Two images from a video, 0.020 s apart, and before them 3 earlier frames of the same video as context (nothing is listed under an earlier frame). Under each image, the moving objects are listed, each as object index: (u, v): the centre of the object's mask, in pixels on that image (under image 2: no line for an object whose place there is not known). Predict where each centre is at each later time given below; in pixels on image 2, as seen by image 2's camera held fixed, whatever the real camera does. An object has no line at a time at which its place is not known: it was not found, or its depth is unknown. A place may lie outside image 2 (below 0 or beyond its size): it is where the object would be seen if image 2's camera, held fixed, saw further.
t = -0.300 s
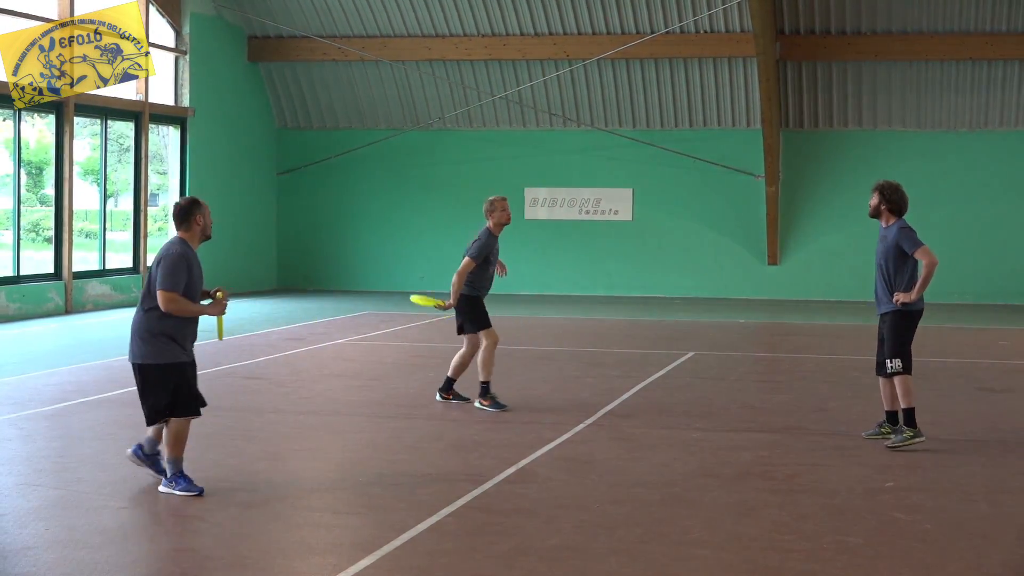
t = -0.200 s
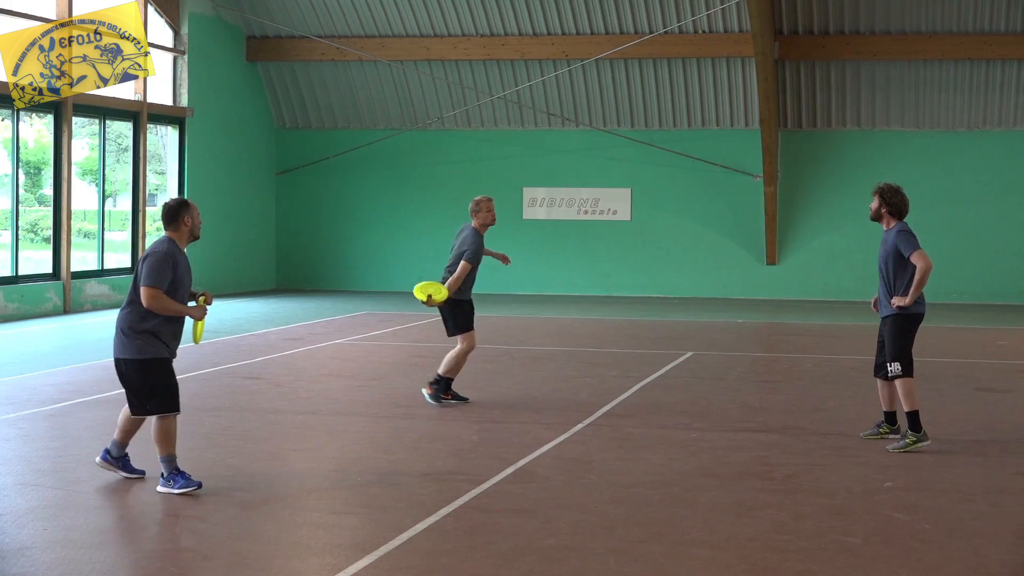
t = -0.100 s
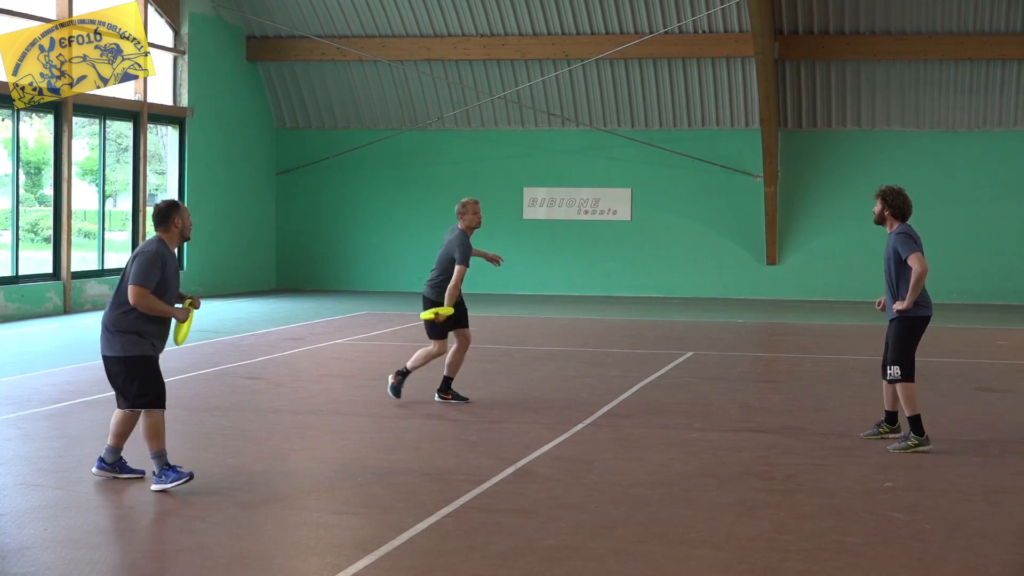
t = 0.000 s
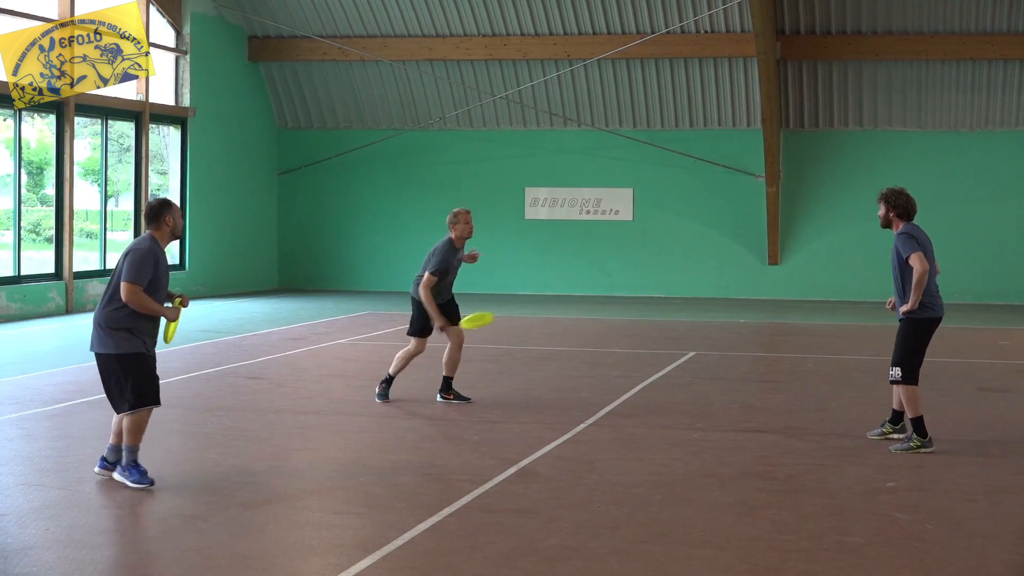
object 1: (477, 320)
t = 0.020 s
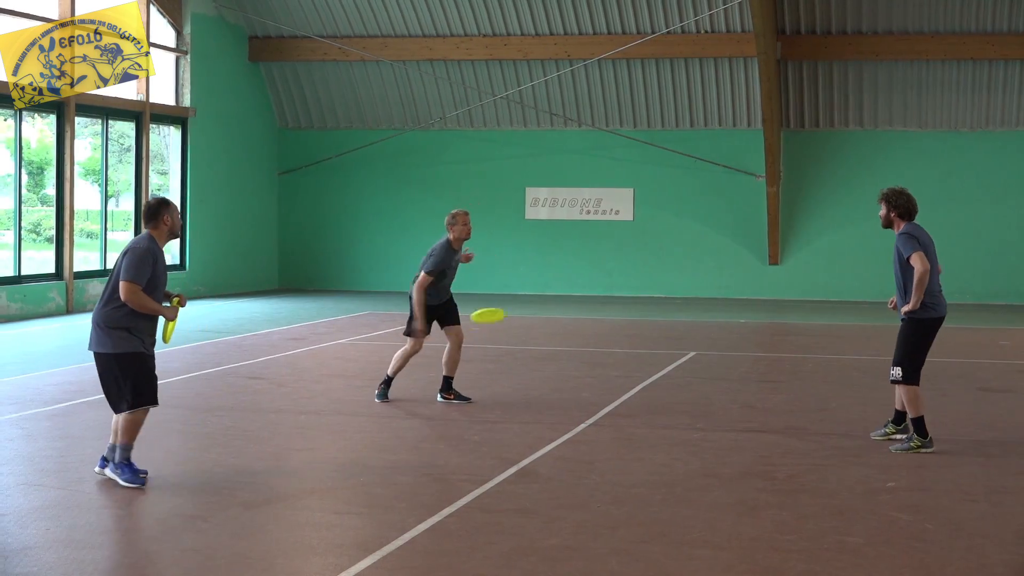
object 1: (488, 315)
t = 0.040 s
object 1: (501, 310)
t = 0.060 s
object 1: (511, 306)
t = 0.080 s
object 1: (523, 303)
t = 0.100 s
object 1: (534, 299)
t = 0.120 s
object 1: (546, 295)
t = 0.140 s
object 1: (557, 292)
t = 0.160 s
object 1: (569, 289)
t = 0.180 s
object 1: (579, 287)
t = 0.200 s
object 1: (591, 284)
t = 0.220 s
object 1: (602, 282)
